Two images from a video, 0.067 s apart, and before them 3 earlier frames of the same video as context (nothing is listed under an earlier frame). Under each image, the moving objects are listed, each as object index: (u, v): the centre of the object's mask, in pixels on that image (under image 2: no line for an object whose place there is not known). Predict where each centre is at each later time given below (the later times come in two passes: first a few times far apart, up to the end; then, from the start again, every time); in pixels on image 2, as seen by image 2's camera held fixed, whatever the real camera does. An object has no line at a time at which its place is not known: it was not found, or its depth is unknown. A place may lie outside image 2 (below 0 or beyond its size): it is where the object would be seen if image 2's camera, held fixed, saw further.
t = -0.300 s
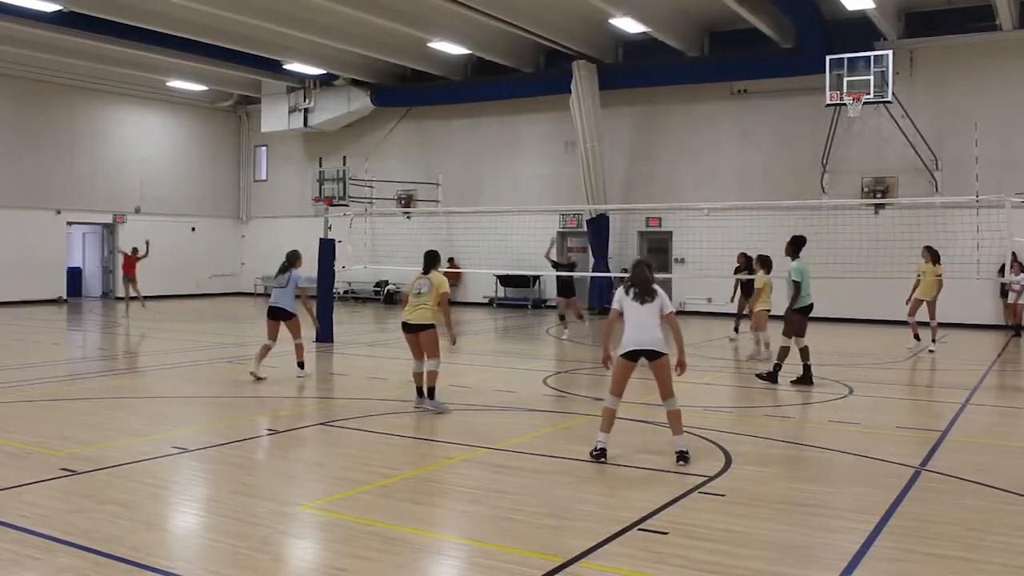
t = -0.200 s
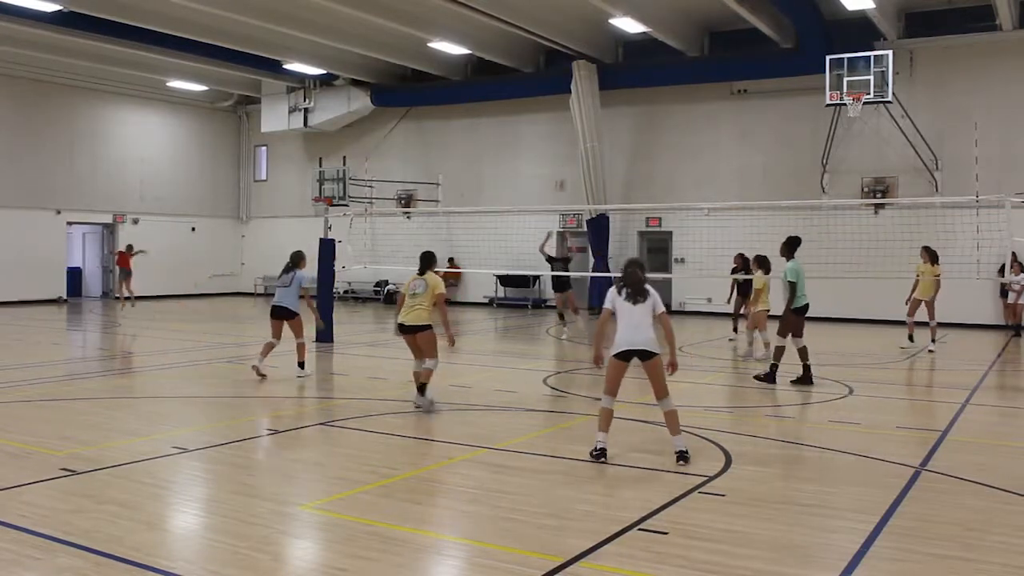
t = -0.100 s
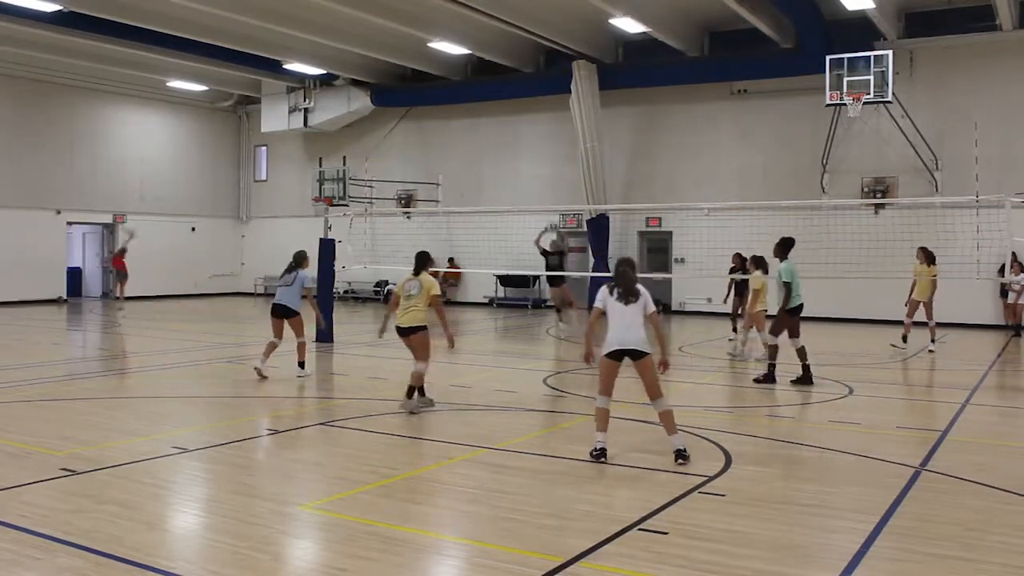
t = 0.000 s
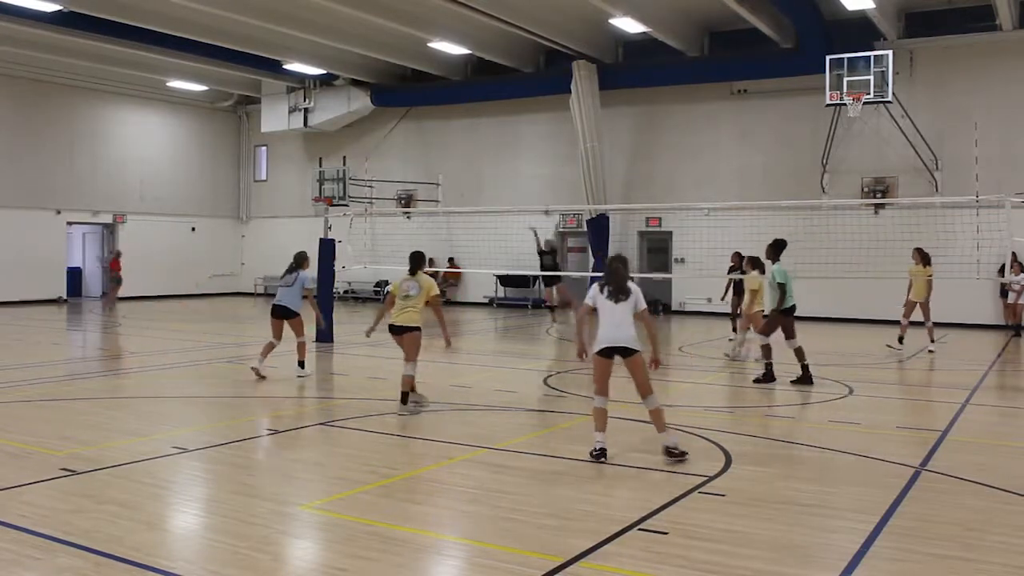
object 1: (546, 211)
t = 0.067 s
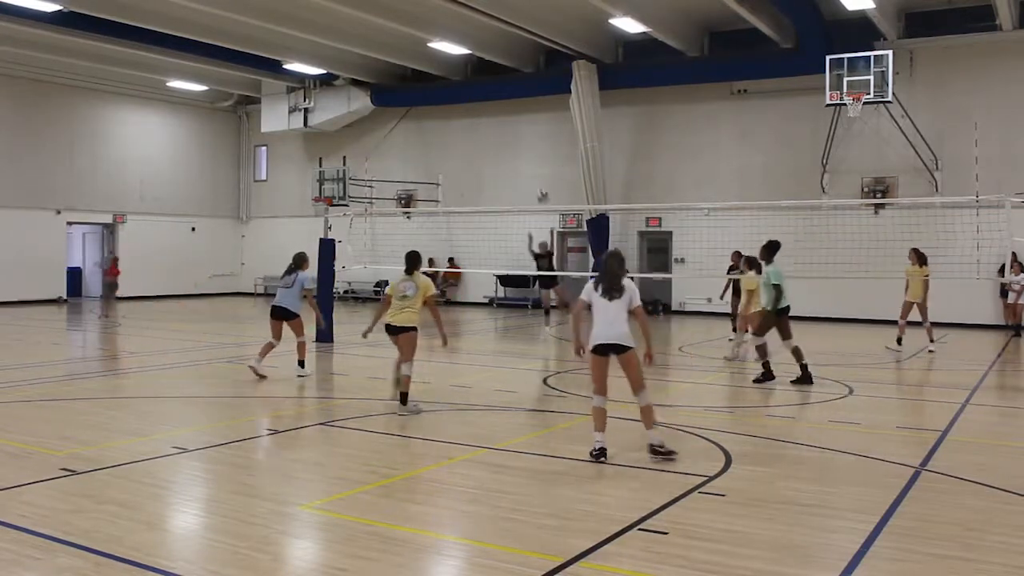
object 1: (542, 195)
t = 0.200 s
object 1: (533, 178)
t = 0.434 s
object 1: (515, 168)
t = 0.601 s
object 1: (500, 187)
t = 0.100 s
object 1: (540, 190)
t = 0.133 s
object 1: (537, 185)
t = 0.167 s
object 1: (536, 181)
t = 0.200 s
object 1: (533, 178)
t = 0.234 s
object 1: (530, 174)
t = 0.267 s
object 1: (528, 171)
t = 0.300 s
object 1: (525, 169)
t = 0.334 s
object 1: (523, 168)
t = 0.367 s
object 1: (520, 166)
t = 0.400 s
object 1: (518, 168)
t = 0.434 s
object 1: (515, 168)
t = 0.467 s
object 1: (512, 171)
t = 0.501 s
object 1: (508, 173)
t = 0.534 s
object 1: (506, 177)
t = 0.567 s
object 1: (503, 181)
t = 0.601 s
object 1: (500, 187)
